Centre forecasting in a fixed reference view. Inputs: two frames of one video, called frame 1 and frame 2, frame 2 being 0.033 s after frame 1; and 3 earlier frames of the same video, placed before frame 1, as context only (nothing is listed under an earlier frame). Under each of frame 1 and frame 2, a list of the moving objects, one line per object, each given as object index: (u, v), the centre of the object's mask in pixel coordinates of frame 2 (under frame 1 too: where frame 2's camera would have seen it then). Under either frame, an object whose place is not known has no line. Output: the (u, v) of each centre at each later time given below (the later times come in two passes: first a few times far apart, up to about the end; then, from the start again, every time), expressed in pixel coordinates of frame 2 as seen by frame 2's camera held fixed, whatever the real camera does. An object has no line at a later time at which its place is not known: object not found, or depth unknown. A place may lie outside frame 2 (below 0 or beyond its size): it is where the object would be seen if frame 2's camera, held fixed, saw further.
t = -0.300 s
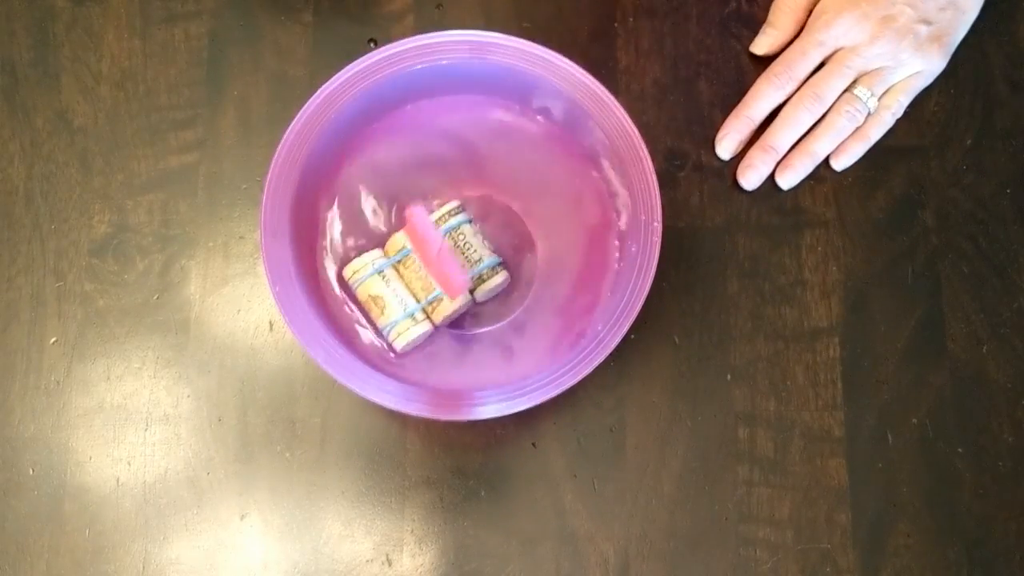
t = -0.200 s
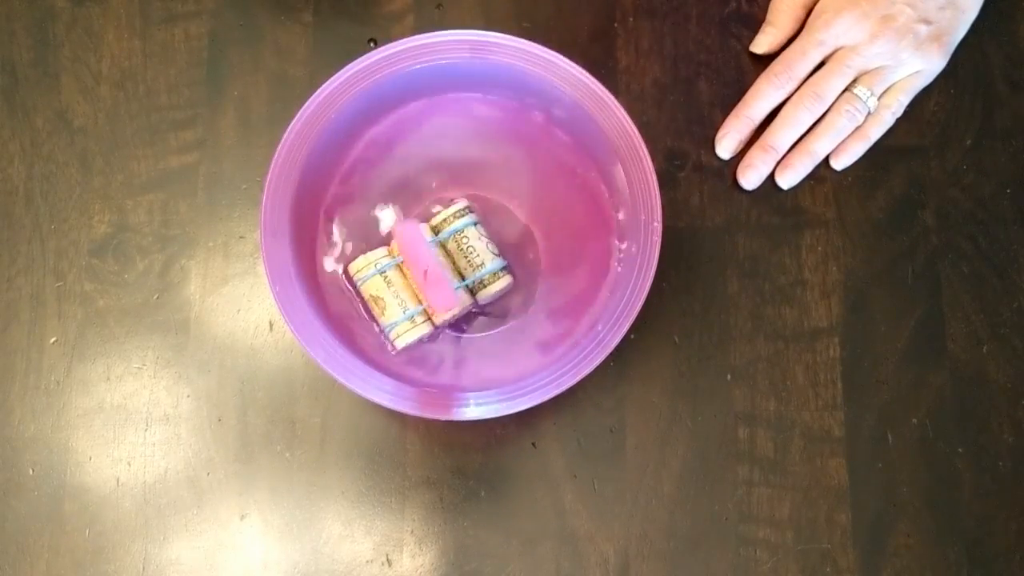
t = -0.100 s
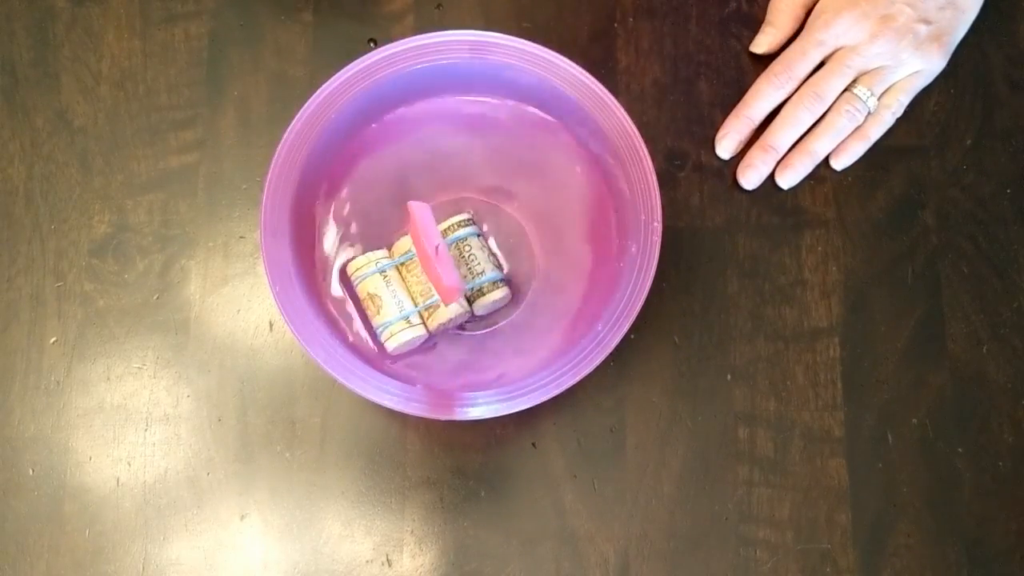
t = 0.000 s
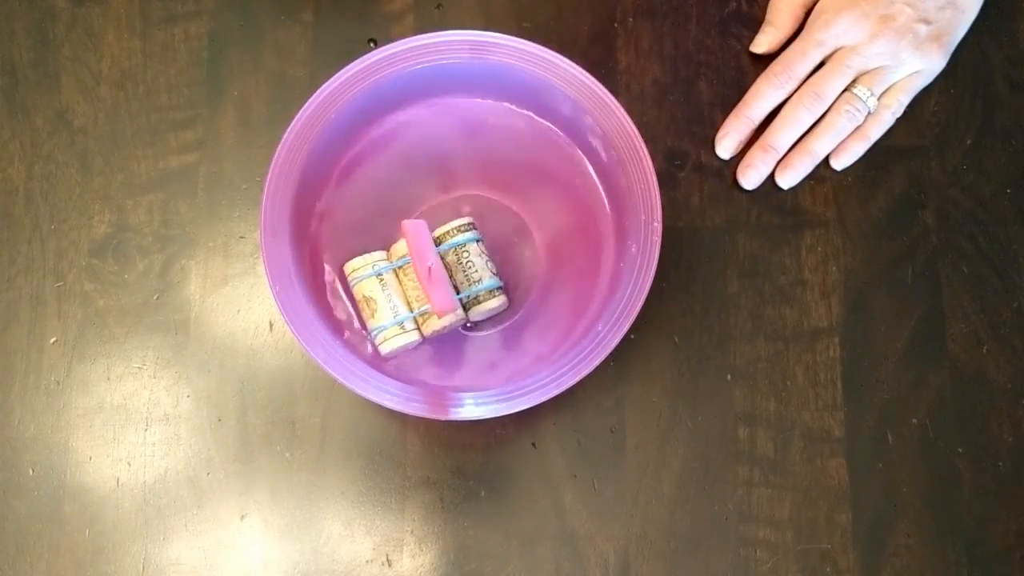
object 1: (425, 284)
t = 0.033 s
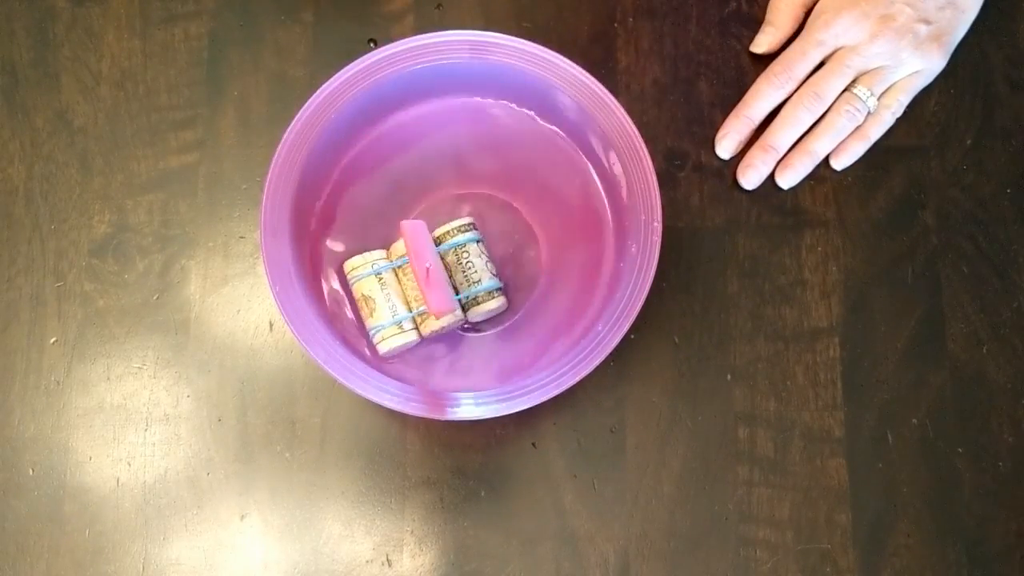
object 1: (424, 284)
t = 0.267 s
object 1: (426, 286)
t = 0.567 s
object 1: (419, 293)
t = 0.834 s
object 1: (419, 295)
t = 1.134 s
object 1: (426, 293)
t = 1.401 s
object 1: (426, 295)
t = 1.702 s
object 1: (431, 296)
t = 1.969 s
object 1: (440, 292)
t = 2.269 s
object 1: (451, 282)
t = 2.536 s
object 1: (469, 266)
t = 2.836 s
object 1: (494, 243)
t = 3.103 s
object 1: (511, 229)
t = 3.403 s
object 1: (529, 217)
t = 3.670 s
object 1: (531, 210)
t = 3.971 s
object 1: (526, 207)
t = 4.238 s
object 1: (524, 203)
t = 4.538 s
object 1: (522, 197)
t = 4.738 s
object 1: (520, 196)
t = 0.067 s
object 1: (424, 283)
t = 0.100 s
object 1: (423, 284)
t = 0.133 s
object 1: (423, 285)
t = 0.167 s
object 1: (423, 285)
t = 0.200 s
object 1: (424, 286)
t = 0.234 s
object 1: (425, 286)
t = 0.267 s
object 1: (426, 286)
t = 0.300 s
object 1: (426, 287)
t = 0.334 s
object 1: (425, 288)
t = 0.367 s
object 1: (424, 289)
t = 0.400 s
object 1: (422, 291)
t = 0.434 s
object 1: (420, 292)
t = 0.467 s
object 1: (419, 293)
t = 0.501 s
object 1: (418, 293)
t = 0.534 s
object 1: (418, 293)
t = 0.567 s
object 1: (419, 293)
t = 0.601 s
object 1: (420, 293)
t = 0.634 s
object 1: (421, 294)
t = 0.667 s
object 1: (421, 294)
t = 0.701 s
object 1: (421, 295)
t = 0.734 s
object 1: (420, 296)
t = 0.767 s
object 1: (419, 296)
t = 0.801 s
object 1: (419, 296)
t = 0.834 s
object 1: (419, 295)
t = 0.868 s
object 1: (419, 296)
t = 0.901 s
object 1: (419, 296)
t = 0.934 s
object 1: (420, 296)
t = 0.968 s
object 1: (420, 295)
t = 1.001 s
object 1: (421, 294)
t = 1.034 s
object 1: (422, 293)
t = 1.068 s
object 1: (422, 290)
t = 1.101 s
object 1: (423, 290)
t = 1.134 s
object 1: (426, 293)
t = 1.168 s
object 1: (427, 294)
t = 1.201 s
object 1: (427, 295)
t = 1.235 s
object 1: (426, 294)
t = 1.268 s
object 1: (426, 294)
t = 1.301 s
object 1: (426, 294)
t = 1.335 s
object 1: (426, 294)
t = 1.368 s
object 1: (425, 295)
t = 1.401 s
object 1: (426, 295)
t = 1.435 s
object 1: (428, 294)
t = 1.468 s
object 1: (429, 294)
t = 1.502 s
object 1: (430, 294)
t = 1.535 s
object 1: (430, 294)
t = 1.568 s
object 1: (431, 294)
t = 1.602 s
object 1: (432, 295)
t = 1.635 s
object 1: (432, 295)
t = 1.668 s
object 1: (432, 296)
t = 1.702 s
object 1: (431, 296)
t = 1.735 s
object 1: (431, 296)
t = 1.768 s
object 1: (431, 296)
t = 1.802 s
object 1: (431, 296)
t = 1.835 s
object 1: (432, 295)
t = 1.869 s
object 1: (434, 294)
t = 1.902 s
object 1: (436, 293)
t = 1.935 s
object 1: (438, 293)
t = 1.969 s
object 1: (440, 292)
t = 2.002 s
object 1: (442, 292)
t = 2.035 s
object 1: (442, 291)
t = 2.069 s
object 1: (443, 291)
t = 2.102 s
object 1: (444, 290)
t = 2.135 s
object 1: (445, 289)
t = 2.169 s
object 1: (446, 288)
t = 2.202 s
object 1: (447, 286)
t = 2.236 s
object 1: (449, 284)
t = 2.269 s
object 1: (451, 282)
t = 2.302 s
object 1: (453, 280)
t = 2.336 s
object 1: (456, 277)
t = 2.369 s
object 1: (459, 275)
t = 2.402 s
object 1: (461, 273)
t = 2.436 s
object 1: (464, 272)
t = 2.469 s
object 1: (465, 270)
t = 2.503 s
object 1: (467, 268)
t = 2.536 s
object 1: (469, 266)
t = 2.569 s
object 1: (471, 264)
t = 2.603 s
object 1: (473, 261)
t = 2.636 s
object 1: (476, 259)
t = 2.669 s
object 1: (479, 257)
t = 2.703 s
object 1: (482, 254)
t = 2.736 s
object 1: (485, 251)
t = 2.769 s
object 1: (488, 248)
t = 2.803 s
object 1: (491, 245)
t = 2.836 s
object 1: (494, 243)
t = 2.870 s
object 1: (496, 241)
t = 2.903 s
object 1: (499, 240)
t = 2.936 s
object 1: (501, 238)
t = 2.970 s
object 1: (503, 237)
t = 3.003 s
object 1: (505, 236)
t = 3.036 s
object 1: (507, 234)
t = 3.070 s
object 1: (509, 232)
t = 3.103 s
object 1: (511, 229)
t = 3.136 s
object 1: (514, 227)
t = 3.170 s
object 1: (517, 225)
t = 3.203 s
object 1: (519, 223)
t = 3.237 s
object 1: (522, 222)
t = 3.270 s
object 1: (523, 220)
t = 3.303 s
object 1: (525, 220)
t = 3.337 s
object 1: (526, 218)
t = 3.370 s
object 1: (528, 217)
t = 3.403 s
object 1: (529, 217)
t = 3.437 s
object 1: (531, 216)
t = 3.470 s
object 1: (533, 215)
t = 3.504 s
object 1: (533, 214)
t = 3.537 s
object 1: (532, 213)
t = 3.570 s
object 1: (532, 212)
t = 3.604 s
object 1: (532, 211)
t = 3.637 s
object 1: (531, 211)
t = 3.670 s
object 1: (531, 210)
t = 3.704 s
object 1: (531, 209)
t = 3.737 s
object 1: (530, 210)
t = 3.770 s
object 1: (530, 209)
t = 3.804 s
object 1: (529, 210)
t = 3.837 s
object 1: (528, 209)
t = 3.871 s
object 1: (527, 209)
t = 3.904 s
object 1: (526, 209)
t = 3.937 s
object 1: (526, 208)
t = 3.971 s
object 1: (526, 207)
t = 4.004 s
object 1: (526, 206)
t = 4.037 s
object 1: (526, 206)
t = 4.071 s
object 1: (526, 205)
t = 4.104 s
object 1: (525, 204)
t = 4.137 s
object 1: (525, 204)
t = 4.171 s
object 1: (525, 203)
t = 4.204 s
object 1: (524, 203)
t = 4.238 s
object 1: (524, 203)
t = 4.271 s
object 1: (523, 203)
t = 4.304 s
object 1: (523, 203)
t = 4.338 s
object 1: (523, 202)
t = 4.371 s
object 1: (523, 201)
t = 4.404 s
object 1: (522, 200)
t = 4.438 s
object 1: (522, 199)
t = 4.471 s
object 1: (522, 198)
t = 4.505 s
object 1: (522, 198)
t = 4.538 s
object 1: (522, 197)
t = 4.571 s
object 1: (522, 197)
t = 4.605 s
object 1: (522, 197)
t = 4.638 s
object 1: (521, 197)
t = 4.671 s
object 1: (521, 197)
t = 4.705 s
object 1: (520, 196)
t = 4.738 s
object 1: (520, 196)
